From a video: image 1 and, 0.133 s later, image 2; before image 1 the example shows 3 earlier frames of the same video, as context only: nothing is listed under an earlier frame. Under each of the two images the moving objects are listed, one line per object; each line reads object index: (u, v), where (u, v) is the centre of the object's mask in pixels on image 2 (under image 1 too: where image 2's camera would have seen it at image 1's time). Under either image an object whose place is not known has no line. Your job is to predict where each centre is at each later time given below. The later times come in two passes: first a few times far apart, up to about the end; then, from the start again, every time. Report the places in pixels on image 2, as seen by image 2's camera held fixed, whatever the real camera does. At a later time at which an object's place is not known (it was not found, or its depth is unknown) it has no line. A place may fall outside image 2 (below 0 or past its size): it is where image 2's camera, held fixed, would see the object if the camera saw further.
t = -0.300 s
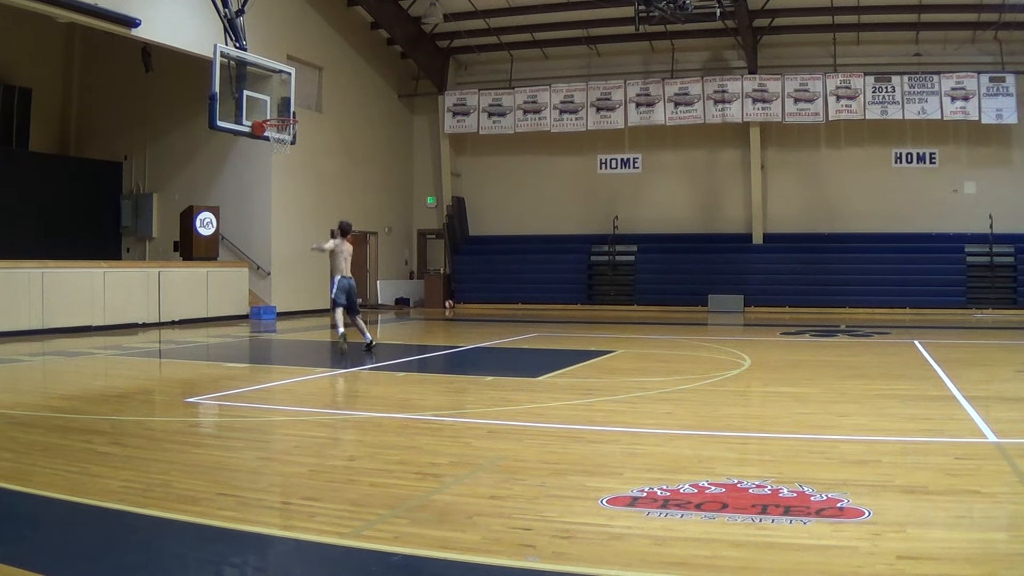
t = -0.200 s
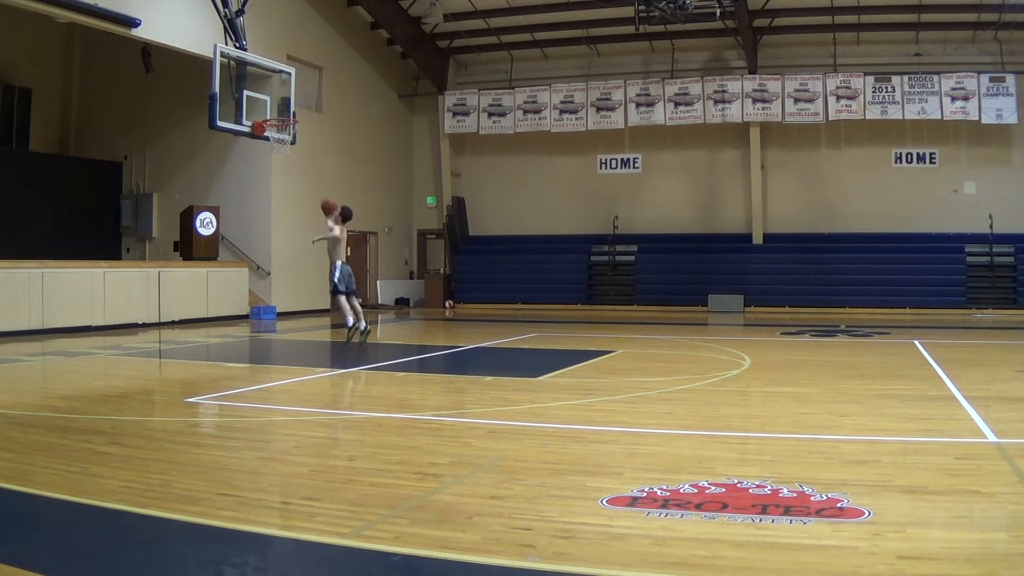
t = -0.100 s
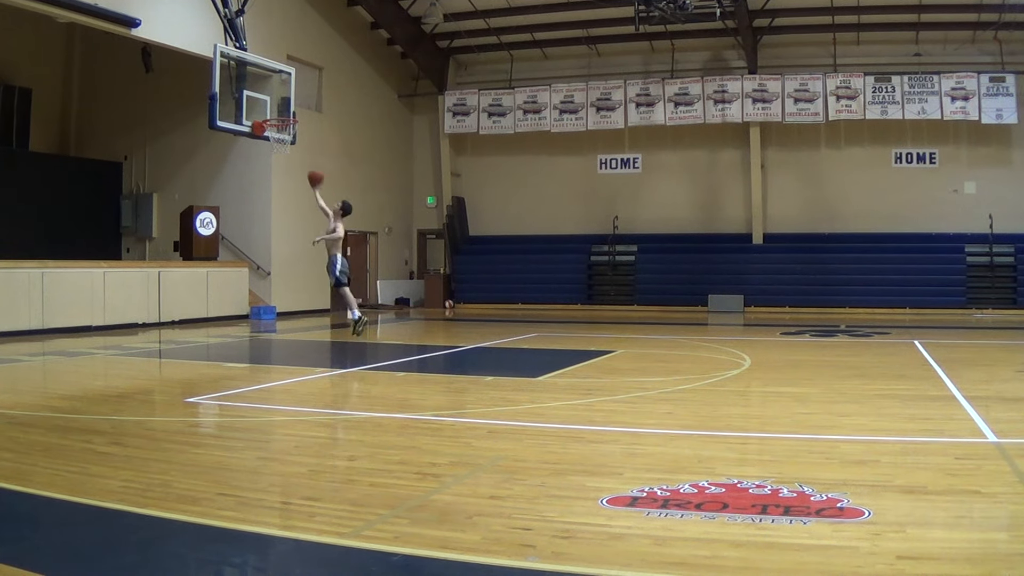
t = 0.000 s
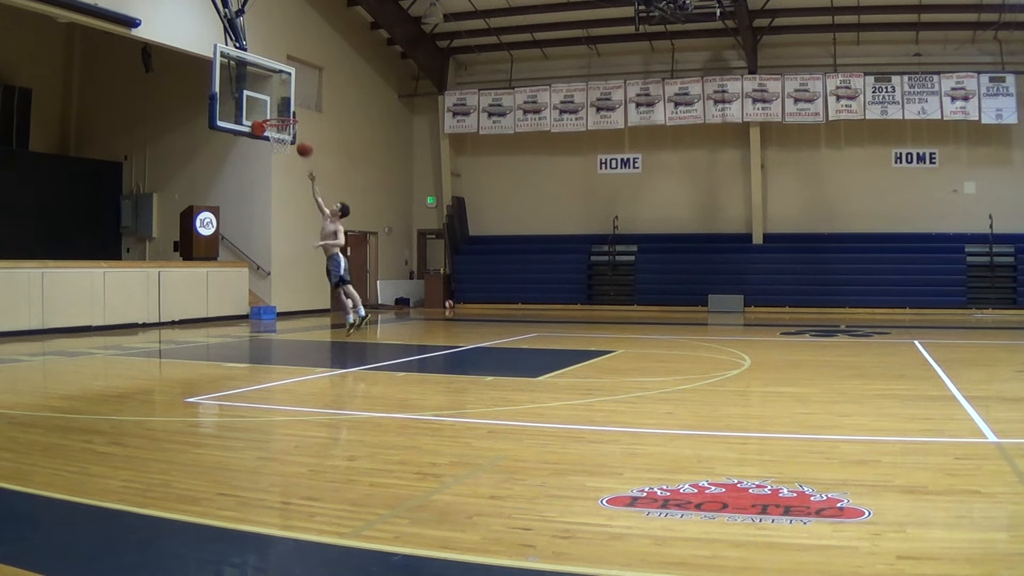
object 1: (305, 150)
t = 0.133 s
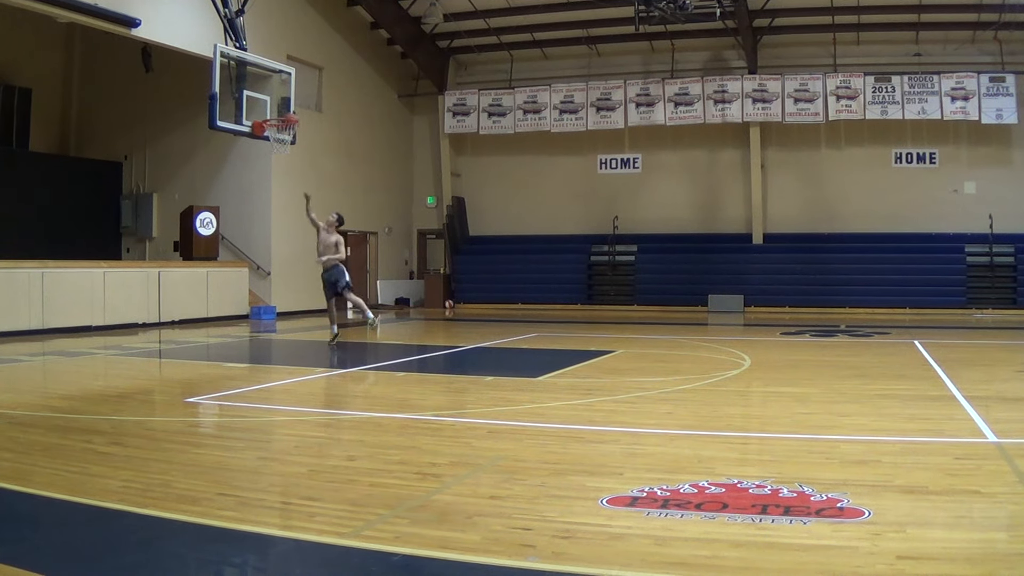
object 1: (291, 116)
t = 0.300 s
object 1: (276, 105)
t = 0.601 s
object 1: (273, 119)
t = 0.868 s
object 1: (279, 162)
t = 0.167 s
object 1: (287, 114)
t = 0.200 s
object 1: (283, 112)
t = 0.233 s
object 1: (279, 110)
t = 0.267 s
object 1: (277, 108)
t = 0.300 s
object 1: (276, 105)
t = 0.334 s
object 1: (276, 104)
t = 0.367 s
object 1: (276, 103)
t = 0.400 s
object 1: (276, 103)
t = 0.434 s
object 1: (275, 104)
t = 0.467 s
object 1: (274, 105)
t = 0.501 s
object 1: (274, 108)
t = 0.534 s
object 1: (273, 111)
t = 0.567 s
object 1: (273, 113)
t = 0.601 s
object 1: (273, 119)
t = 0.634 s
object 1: (273, 127)
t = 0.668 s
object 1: (271, 131)
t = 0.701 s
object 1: (272, 137)
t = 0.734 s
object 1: (272, 145)
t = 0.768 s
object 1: (275, 148)
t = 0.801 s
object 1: (276, 151)
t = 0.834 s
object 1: (277, 156)
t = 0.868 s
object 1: (279, 162)
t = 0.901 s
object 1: (280, 169)
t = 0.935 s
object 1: (281, 177)
